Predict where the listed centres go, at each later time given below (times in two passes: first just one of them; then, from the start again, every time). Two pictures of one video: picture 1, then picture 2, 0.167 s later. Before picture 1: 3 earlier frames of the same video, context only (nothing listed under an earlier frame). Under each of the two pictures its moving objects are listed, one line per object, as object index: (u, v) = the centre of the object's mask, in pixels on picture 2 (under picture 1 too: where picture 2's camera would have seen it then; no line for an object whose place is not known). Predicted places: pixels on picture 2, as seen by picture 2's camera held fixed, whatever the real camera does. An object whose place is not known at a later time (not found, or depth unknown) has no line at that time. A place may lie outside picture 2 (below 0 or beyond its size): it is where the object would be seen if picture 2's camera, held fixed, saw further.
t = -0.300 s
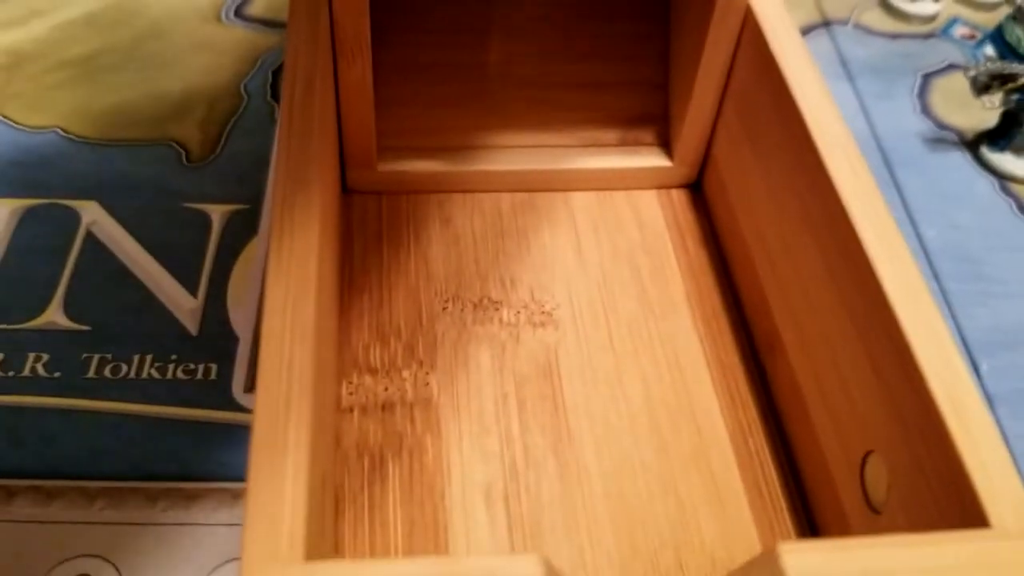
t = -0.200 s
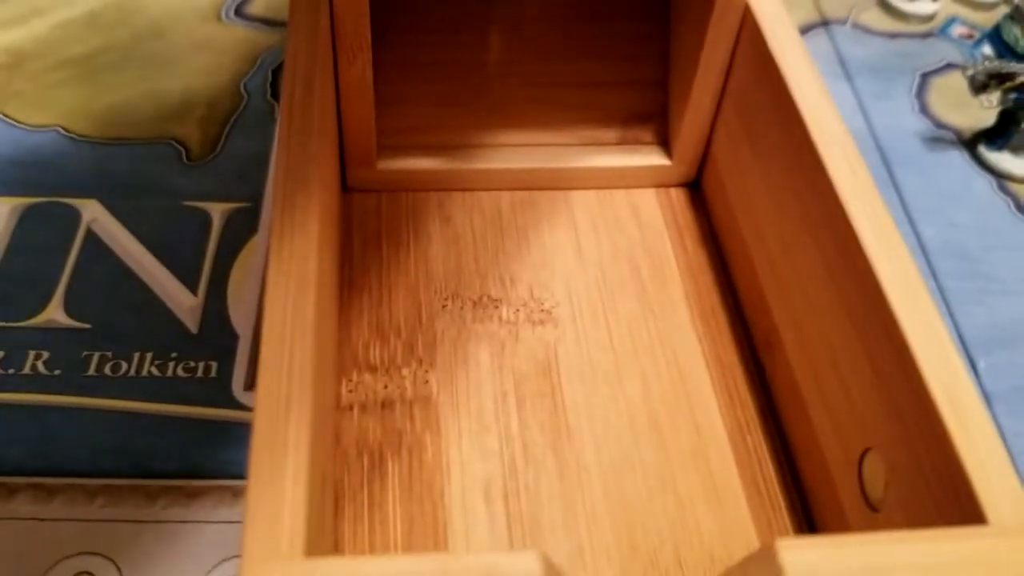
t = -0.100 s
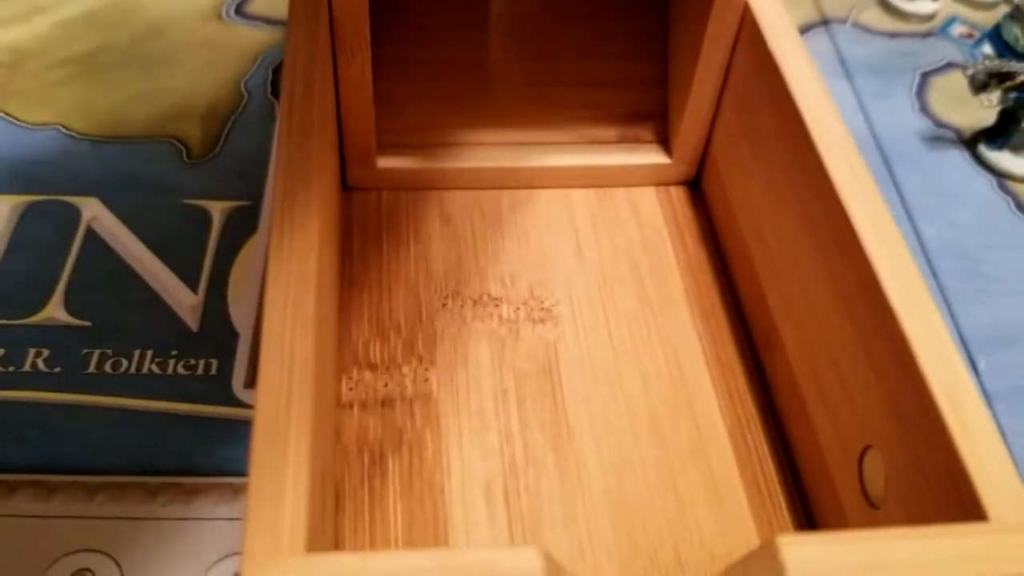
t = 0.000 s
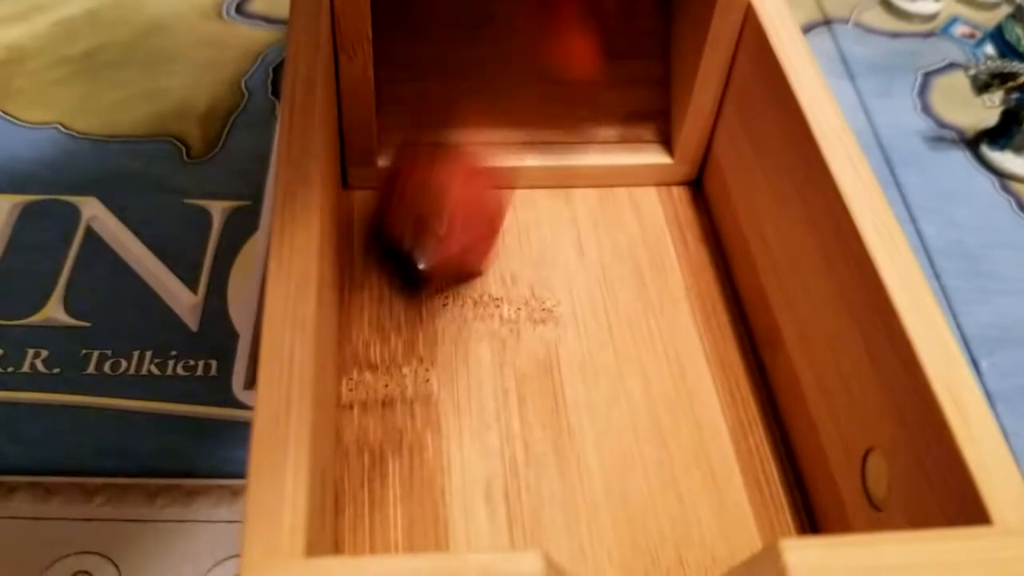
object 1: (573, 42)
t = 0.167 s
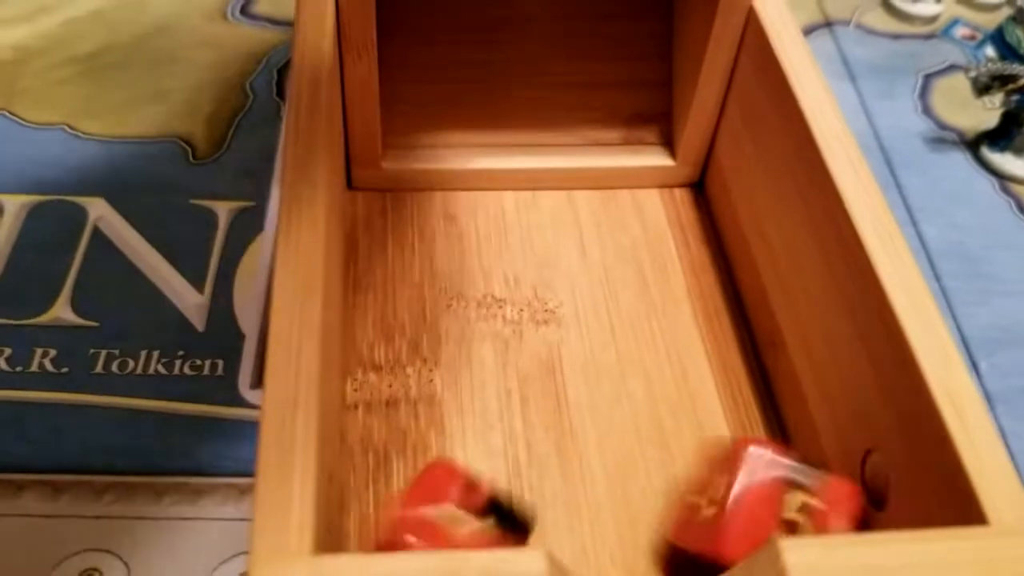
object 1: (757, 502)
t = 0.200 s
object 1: (708, 496)
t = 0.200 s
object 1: (708, 496)
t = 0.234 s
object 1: (659, 483)
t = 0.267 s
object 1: (625, 456)
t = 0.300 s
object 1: (603, 432)
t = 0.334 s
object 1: (591, 413)
